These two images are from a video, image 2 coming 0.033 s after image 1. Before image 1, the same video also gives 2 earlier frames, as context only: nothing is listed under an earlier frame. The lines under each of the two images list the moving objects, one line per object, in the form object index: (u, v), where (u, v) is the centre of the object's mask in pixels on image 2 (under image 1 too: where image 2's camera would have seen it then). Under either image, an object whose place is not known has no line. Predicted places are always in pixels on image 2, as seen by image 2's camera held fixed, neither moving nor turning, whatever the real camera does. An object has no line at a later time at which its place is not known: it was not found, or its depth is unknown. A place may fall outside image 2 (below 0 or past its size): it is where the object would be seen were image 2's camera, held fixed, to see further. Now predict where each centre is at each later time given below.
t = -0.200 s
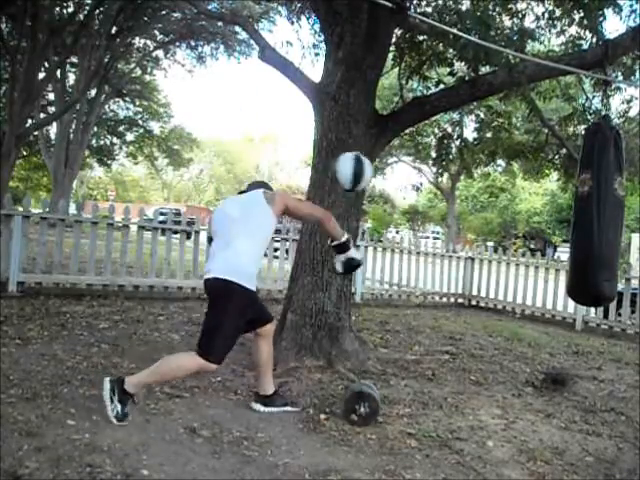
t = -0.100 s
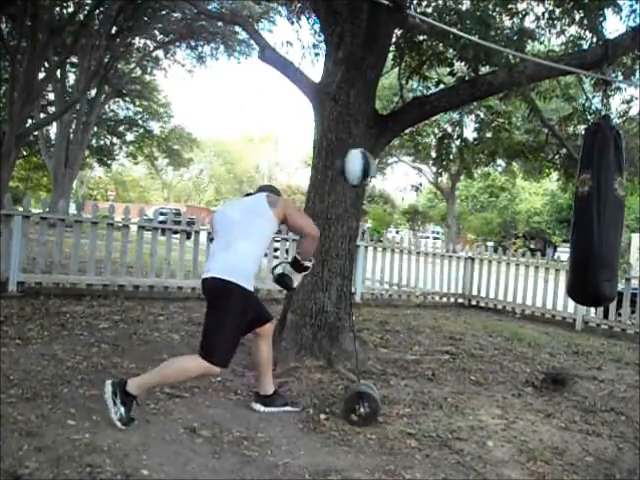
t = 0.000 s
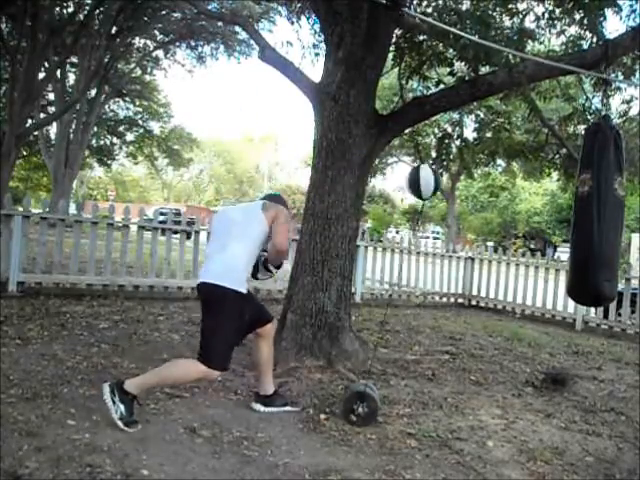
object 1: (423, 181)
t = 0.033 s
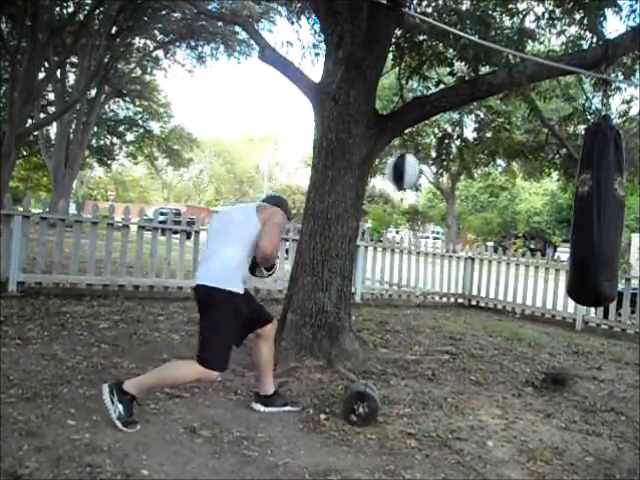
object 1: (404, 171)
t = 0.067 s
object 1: (368, 165)
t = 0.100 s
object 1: (337, 166)
